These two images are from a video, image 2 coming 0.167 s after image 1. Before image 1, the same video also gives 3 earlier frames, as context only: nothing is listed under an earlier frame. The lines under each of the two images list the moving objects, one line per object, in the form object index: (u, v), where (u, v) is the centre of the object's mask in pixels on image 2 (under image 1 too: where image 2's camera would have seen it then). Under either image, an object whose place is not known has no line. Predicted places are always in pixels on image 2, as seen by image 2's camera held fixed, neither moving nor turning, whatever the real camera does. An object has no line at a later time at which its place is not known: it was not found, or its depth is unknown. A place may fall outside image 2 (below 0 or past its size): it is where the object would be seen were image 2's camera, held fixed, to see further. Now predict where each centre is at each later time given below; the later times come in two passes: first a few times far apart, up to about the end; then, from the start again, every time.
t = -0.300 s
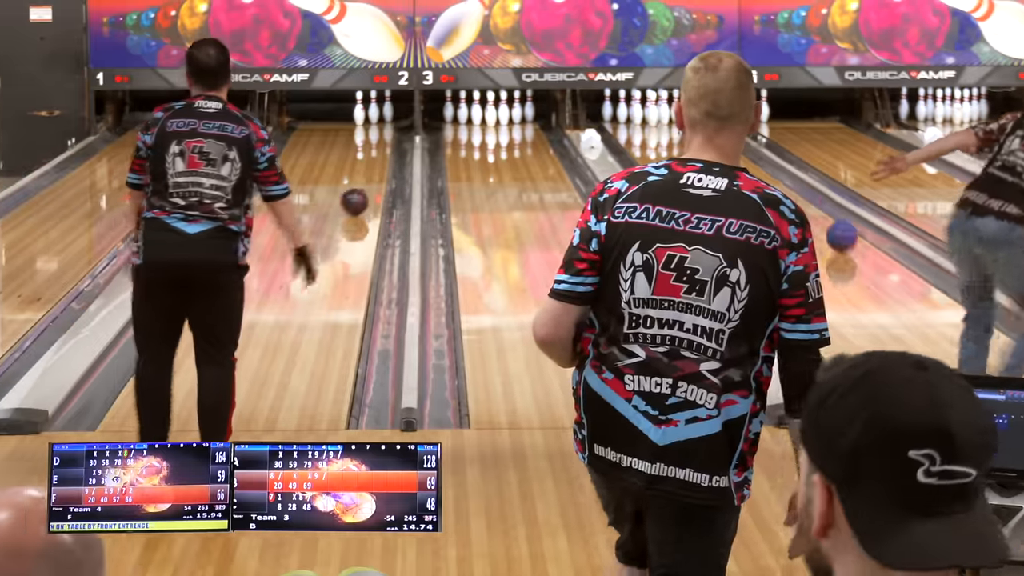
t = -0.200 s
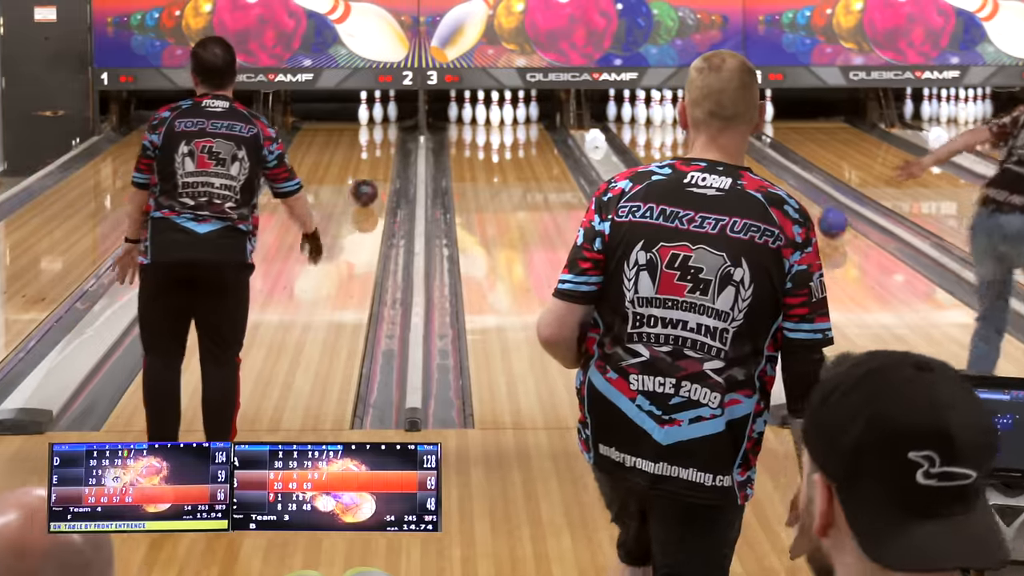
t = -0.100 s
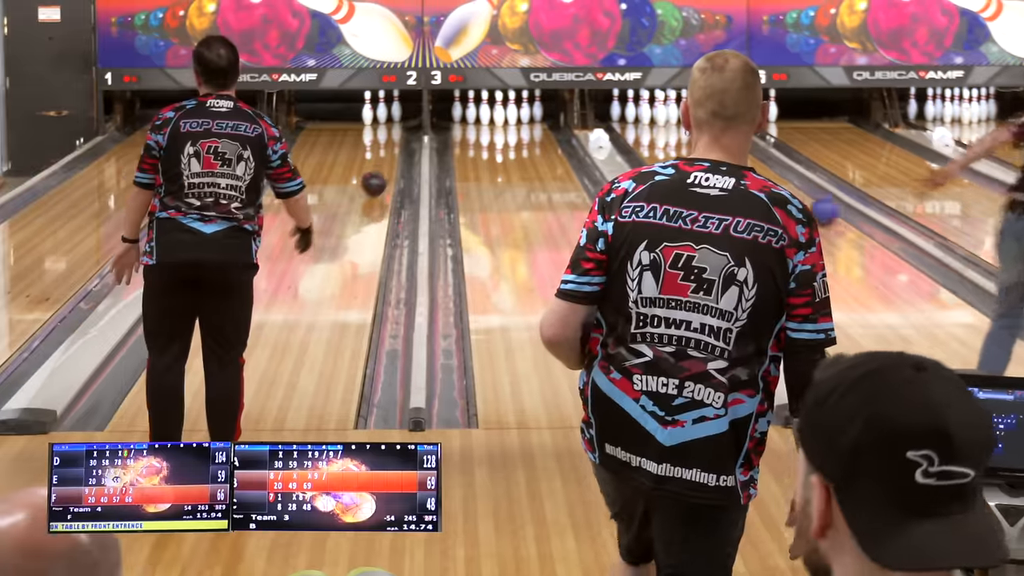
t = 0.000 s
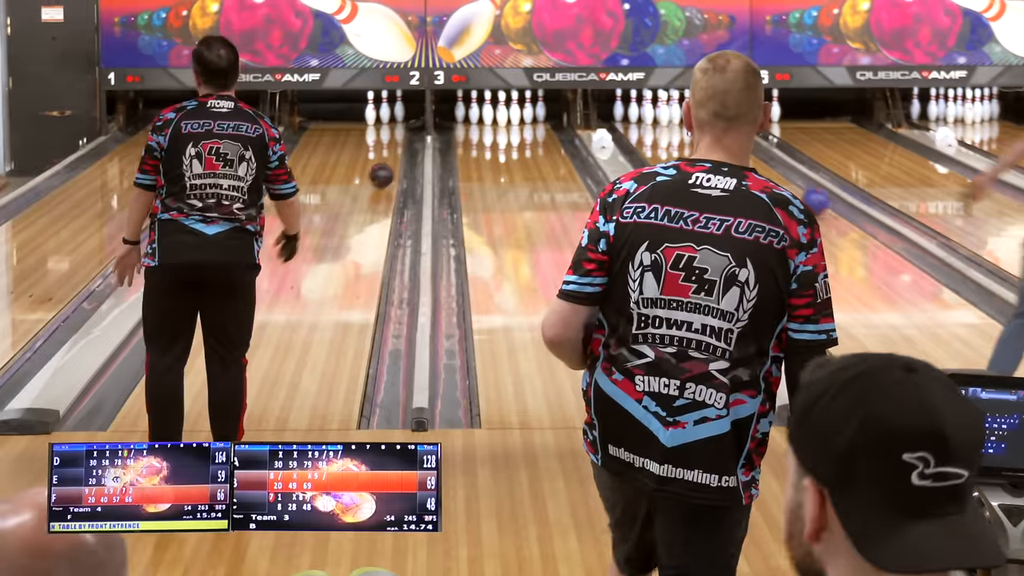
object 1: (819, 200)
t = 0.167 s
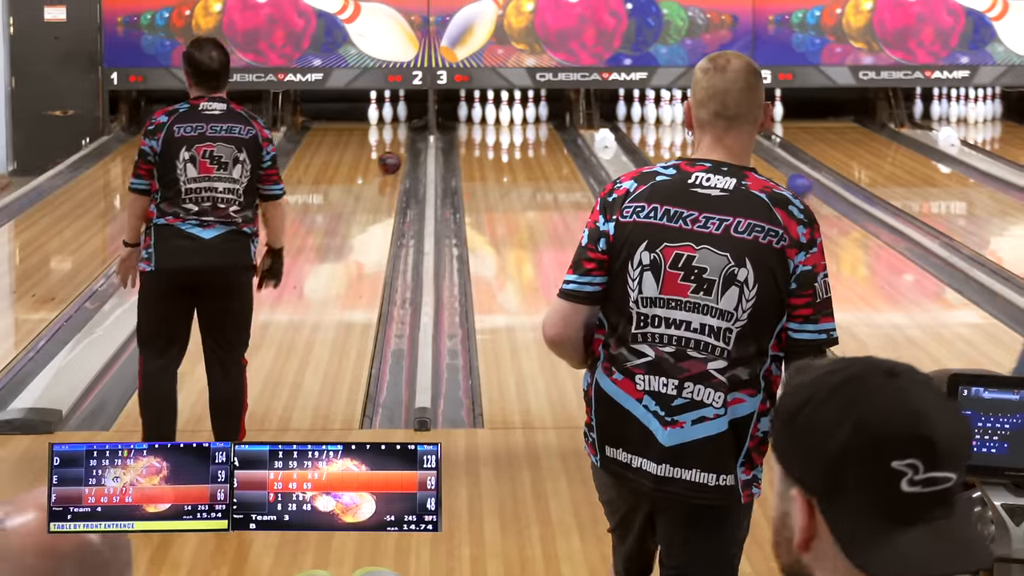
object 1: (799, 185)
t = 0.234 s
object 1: (792, 179)
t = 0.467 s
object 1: (768, 157)
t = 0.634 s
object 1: (752, 147)
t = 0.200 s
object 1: (795, 182)
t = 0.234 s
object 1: (792, 179)
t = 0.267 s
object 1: (788, 176)
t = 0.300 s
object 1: (785, 174)
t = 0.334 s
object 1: (782, 169)
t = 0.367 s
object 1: (778, 167)
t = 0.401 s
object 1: (775, 164)
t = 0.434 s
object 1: (771, 160)
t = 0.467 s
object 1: (768, 157)
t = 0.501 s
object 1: (765, 156)
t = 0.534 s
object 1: (760, 153)
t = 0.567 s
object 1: (757, 151)
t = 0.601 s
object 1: (755, 149)
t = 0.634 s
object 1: (752, 147)
